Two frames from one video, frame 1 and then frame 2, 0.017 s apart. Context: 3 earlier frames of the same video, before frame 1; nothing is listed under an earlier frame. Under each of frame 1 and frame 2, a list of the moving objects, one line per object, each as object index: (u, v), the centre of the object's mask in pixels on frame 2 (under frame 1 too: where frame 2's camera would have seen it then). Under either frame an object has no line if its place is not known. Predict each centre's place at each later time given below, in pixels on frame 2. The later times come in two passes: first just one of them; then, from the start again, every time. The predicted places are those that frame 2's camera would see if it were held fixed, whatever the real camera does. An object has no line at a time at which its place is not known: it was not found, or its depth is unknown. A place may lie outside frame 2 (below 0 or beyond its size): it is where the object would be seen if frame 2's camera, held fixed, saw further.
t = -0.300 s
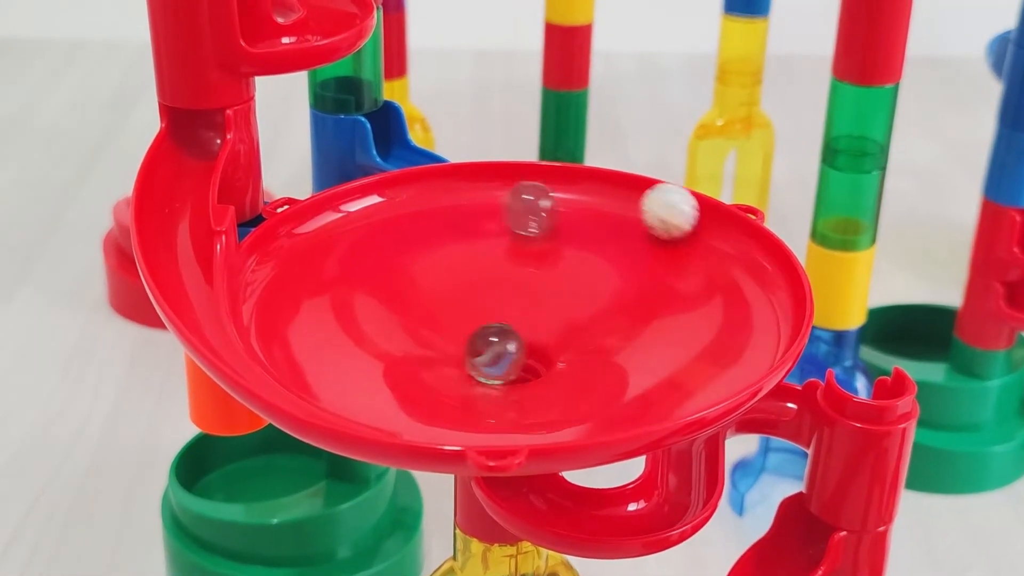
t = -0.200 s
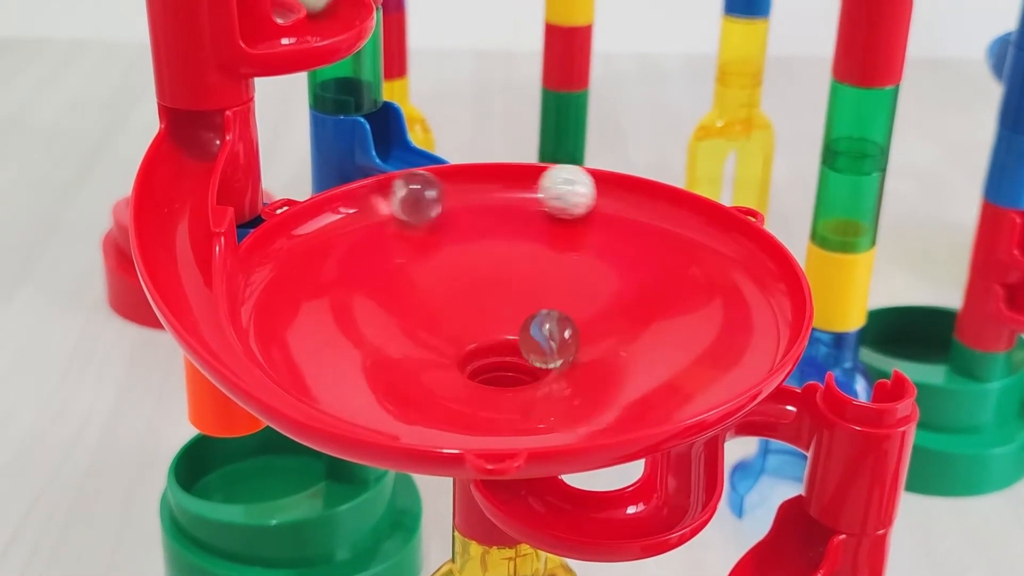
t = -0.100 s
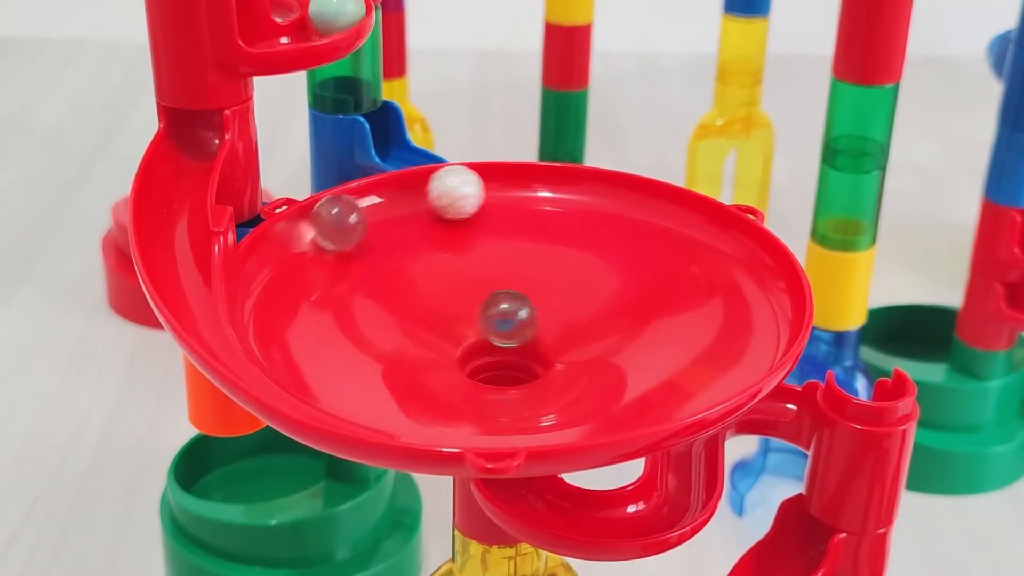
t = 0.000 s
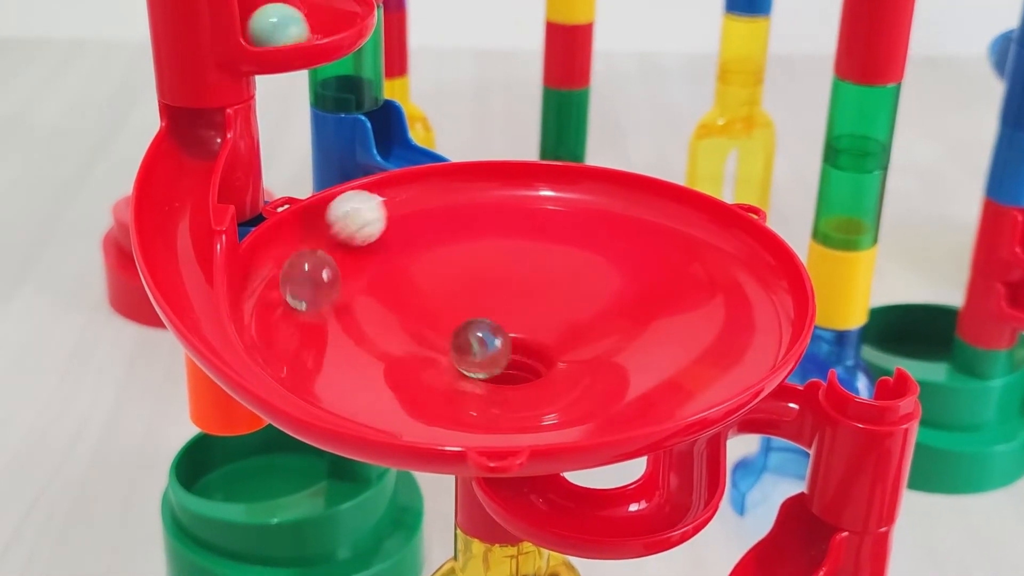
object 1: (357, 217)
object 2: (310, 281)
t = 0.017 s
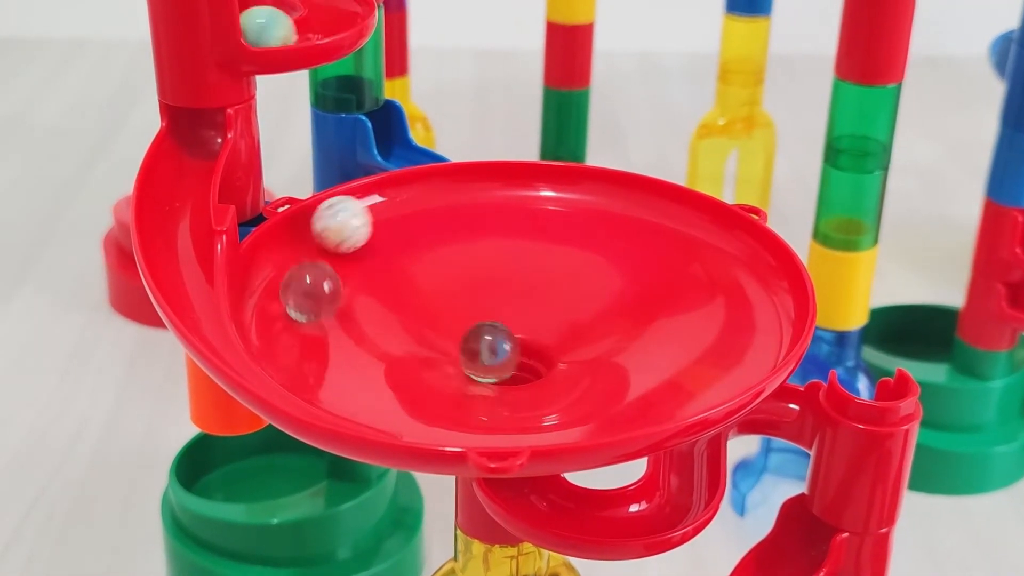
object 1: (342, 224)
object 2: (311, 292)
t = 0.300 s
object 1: (344, 374)
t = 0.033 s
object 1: (328, 230)
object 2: (313, 303)
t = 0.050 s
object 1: (316, 237)
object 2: (317, 315)
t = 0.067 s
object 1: (303, 245)
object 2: (323, 326)
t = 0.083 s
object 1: (294, 253)
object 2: (334, 338)
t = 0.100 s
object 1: (284, 261)
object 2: (345, 350)
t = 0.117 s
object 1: (276, 270)
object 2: (357, 360)
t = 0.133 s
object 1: (270, 280)
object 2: (372, 369)
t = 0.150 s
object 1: (265, 289)
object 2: (390, 378)
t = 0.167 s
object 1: (266, 298)
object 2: (409, 387)
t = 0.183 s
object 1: (269, 308)
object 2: (428, 393)
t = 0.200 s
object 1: (274, 318)
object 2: (450, 399)
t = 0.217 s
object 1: (281, 328)
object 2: (470, 403)
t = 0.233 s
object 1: (289, 338)
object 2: (493, 408)
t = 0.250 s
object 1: (301, 347)
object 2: (515, 410)
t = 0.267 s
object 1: (313, 357)
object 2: (537, 412)
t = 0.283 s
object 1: (327, 366)
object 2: (558, 413)
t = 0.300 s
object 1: (344, 374)
